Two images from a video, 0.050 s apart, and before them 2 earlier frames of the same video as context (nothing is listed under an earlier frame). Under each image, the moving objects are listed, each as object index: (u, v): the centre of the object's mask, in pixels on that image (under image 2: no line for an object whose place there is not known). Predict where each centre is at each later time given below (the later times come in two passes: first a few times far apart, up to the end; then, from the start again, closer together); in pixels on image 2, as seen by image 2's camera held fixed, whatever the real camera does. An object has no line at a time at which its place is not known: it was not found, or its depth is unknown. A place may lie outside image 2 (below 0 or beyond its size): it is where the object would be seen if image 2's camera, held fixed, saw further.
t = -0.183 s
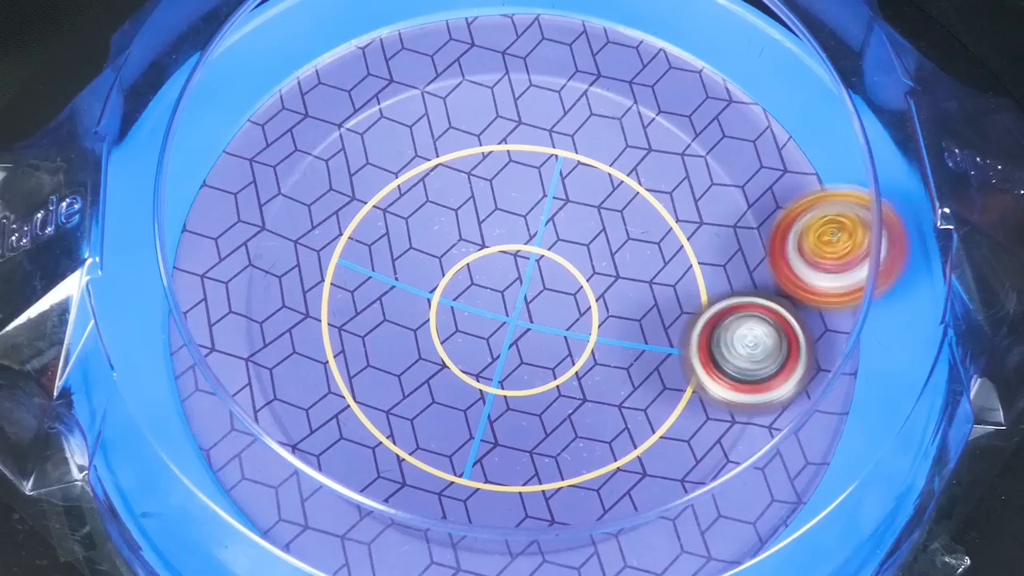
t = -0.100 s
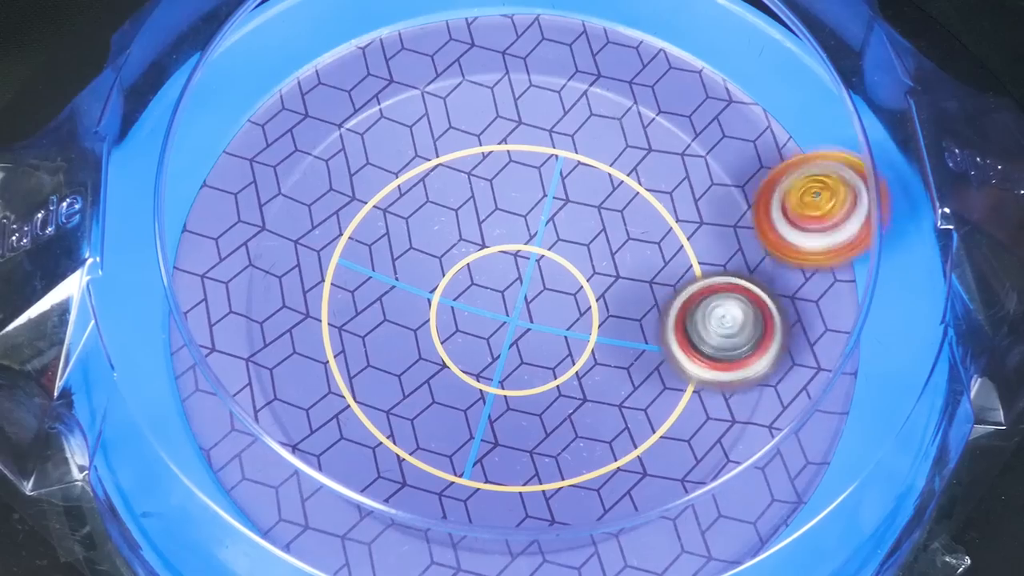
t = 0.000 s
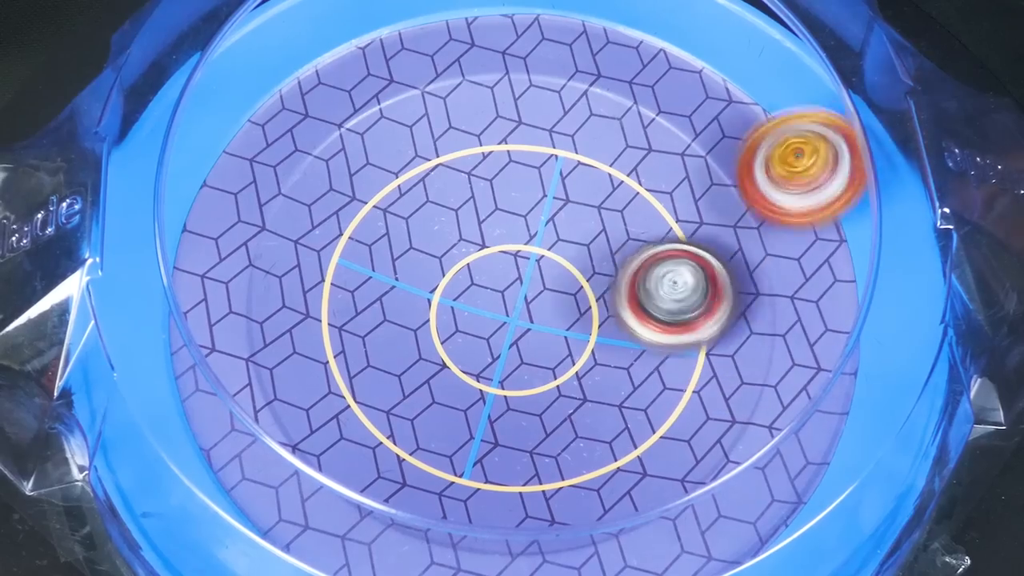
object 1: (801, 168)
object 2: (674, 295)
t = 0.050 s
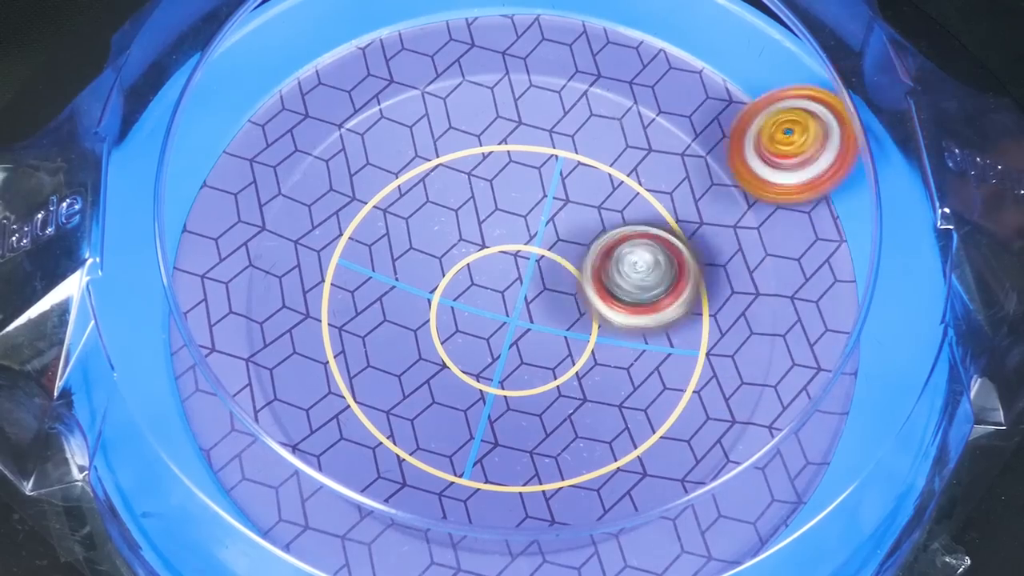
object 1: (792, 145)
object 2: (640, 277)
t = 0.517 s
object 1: (628, 36)
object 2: (428, 376)
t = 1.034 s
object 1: (405, 36)
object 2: (516, 215)
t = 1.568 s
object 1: (223, 159)
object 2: (458, 344)
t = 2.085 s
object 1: (216, 430)
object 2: (557, 162)
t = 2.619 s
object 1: (502, 557)
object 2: (488, 373)
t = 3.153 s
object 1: (790, 466)
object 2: (613, 206)
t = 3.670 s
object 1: (806, 181)
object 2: (406, 386)
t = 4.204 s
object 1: (590, 31)
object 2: (624, 243)
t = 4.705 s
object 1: (347, 46)
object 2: (375, 258)
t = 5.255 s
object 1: (225, 214)
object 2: (641, 252)
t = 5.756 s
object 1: (503, 311)
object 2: (494, 133)
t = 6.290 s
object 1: (621, 377)
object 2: (528, 290)
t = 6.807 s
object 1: (585, 351)
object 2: (454, 297)
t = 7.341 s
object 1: (507, 202)
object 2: (497, 356)
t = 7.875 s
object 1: (440, 185)
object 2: (575, 254)
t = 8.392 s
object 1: (428, 342)
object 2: (513, 252)
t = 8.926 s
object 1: (594, 394)
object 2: (501, 281)
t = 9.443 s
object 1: (609, 223)
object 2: (506, 327)
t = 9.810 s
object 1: (474, 162)
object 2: (523, 324)
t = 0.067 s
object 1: (788, 142)
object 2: (628, 272)
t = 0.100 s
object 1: (781, 132)
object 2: (601, 262)
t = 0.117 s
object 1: (777, 125)
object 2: (588, 258)
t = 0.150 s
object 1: (770, 119)
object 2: (561, 252)
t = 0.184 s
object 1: (761, 109)
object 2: (534, 248)
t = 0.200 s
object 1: (757, 103)
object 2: (520, 248)
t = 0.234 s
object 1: (748, 97)
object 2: (492, 253)
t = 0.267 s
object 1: (741, 91)
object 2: (467, 258)
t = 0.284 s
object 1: (736, 85)
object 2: (455, 263)
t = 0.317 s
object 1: (723, 72)
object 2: (435, 277)
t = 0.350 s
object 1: (713, 71)
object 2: (420, 291)
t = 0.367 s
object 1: (707, 67)
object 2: (415, 299)
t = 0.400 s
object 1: (692, 55)
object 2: (410, 318)
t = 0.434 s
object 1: (672, 46)
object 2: (409, 336)
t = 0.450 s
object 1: (665, 46)
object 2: (411, 344)
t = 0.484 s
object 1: (648, 42)
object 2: (418, 362)
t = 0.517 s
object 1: (628, 36)
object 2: (428, 376)
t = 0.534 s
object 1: (620, 35)
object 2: (434, 382)
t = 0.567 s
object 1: (606, 34)
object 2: (447, 391)
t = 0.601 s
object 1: (589, 31)
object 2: (464, 396)
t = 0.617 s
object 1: (582, 30)
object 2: (474, 397)
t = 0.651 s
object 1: (569, 31)
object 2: (494, 396)
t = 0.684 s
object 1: (554, 28)
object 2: (514, 391)
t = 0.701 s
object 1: (547, 28)
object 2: (524, 387)
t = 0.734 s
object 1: (538, 28)
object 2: (540, 374)
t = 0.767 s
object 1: (521, 27)
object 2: (554, 359)
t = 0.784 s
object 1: (511, 26)
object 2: (559, 350)
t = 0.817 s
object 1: (500, 28)
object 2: (566, 331)
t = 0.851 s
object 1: (487, 28)
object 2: (569, 311)
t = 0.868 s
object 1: (475, 28)
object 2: (569, 301)
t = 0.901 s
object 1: (458, 28)
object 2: (566, 281)
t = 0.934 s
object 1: (446, 30)
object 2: (559, 262)
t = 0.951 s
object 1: (438, 30)
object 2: (554, 252)
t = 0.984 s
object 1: (419, 32)
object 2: (542, 236)
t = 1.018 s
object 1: (413, 36)
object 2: (525, 221)
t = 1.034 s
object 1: (405, 36)
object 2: (516, 215)
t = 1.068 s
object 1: (384, 37)
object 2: (497, 206)
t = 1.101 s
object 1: (369, 40)
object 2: (478, 201)
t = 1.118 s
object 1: (366, 43)
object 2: (467, 199)
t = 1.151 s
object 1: (357, 46)
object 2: (449, 198)
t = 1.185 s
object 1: (334, 50)
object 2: (431, 202)
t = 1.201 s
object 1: (325, 53)
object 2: (422, 204)
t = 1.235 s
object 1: (318, 59)
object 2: (408, 213)
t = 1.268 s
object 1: (308, 68)
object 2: (396, 224)
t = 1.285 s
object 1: (298, 73)
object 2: (392, 230)
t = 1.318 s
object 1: (279, 85)
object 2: (386, 243)
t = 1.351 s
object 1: (272, 93)
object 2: (383, 256)
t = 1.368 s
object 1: (269, 98)
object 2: (383, 264)
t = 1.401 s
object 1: (258, 108)
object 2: (387, 278)
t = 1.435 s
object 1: (249, 118)
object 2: (395, 292)
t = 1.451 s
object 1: (246, 123)
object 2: (400, 299)
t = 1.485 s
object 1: (241, 132)
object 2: (412, 315)
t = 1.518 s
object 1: (231, 145)
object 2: (429, 328)
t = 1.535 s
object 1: (228, 151)
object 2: (437, 333)
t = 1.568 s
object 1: (223, 159)
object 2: (458, 344)
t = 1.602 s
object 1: (217, 170)
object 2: (480, 349)
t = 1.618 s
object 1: (218, 180)
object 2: (492, 350)
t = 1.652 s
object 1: (201, 197)
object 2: (515, 350)
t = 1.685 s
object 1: (198, 209)
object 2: (539, 345)
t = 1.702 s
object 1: (210, 215)
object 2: (550, 341)
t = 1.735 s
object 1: (197, 226)
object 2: (570, 330)
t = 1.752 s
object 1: (193, 236)
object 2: (579, 323)
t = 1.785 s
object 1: (185, 258)
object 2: (594, 306)
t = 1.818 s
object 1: (182, 277)
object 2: (605, 288)
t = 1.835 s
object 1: (182, 285)
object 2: (609, 278)
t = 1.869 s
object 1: (186, 300)
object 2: (613, 257)
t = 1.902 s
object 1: (186, 321)
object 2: (613, 237)
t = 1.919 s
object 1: (181, 334)
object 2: (611, 227)
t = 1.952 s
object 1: (188, 356)
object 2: (606, 209)
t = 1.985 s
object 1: (192, 370)
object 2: (596, 192)
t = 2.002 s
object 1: (196, 379)
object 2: (590, 187)
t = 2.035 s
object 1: (204, 399)
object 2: (578, 174)
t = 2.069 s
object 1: (213, 418)
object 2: (564, 164)
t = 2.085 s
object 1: (216, 430)
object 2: (557, 162)
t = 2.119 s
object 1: (227, 447)
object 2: (541, 158)
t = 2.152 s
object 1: (239, 464)
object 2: (525, 159)
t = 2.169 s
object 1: (245, 474)
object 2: (517, 159)
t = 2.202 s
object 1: (259, 492)
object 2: (502, 163)
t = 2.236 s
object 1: (272, 513)
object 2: (486, 169)
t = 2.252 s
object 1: (281, 519)
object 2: (478, 174)
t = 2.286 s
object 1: (299, 522)
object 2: (464, 185)
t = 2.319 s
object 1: (316, 529)
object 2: (452, 200)
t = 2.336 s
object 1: (323, 534)
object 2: (446, 208)
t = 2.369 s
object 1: (342, 540)
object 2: (438, 225)
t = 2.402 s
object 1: (363, 541)
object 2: (431, 246)
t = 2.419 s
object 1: (373, 546)
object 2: (430, 256)
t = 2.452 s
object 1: (395, 550)
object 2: (428, 279)
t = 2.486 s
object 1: (416, 552)
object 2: (433, 300)
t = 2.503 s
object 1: (426, 554)
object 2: (437, 311)
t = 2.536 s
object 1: (446, 556)
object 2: (447, 332)
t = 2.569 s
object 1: (469, 556)
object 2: (460, 350)
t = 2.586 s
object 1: (480, 557)
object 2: (468, 359)
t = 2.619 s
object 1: (502, 557)
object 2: (488, 373)
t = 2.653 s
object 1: (524, 558)
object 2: (509, 385)
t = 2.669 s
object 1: (537, 557)
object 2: (520, 388)
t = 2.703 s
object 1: (559, 557)
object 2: (545, 390)
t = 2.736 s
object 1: (582, 556)
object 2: (569, 389)
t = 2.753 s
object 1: (595, 555)
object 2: (582, 388)
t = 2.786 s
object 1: (619, 554)
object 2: (604, 379)
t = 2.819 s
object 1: (640, 552)
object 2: (624, 368)
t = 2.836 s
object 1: (648, 546)
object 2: (633, 361)
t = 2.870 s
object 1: (670, 546)
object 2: (648, 346)
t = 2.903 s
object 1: (684, 538)
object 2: (659, 329)
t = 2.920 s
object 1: (692, 536)
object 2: (662, 320)
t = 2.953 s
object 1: (707, 535)
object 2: (667, 302)
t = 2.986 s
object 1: (729, 526)
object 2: (668, 284)
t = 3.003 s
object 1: (734, 522)
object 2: (667, 274)
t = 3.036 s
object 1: (748, 514)
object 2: (661, 258)
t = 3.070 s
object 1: (765, 511)
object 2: (651, 241)
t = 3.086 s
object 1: (767, 494)
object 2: (645, 233)
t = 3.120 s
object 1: (779, 480)
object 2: (631, 218)
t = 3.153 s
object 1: (790, 466)
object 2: (613, 206)
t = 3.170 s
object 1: (794, 457)
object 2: (603, 201)
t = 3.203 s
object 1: (803, 444)
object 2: (581, 193)
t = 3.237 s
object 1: (812, 428)
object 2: (557, 188)
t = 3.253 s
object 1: (814, 421)
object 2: (546, 186)
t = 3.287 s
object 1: (820, 404)
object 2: (520, 186)
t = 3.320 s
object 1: (823, 384)
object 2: (495, 192)
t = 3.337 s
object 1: (827, 376)
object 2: (484, 194)
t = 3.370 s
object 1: (831, 357)
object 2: (459, 204)
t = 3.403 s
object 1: (832, 338)
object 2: (438, 215)
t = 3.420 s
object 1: (833, 328)
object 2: (428, 223)
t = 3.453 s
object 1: (834, 309)
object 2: (409, 241)
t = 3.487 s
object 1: (833, 288)
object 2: (395, 262)
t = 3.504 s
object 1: (831, 278)
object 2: (390, 273)
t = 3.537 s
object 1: (829, 259)
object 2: (383, 297)
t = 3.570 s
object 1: (818, 239)
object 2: (381, 320)
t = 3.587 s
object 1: (822, 228)
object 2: (383, 333)
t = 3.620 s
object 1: (816, 209)
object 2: (388, 356)
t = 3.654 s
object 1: (809, 190)
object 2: (399, 376)
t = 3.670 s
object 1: (806, 181)
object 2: (406, 386)
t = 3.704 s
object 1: (800, 163)
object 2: (422, 404)
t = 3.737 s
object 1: (791, 146)
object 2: (440, 417)
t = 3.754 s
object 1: (787, 138)
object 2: (451, 423)
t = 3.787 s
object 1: (777, 126)
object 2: (473, 431)
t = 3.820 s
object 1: (766, 114)
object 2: (495, 435)
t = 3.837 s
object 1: (761, 108)
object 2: (508, 436)
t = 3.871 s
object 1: (748, 94)
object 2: (531, 433)
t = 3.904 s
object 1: (734, 82)
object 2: (553, 426)
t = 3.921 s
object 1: (726, 76)
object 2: (564, 421)
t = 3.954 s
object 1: (711, 65)
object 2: (584, 408)
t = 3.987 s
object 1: (696, 56)
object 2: (601, 392)
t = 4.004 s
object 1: (688, 52)
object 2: (610, 383)
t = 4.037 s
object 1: (672, 46)
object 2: (623, 361)
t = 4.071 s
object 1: (655, 41)
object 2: (632, 340)
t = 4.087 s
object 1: (646, 39)
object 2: (635, 328)
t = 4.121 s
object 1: (629, 36)
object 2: (638, 304)
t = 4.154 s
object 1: (611, 33)
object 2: (637, 279)
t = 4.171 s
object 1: (603, 32)
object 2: (634, 266)
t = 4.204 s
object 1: (590, 31)
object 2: (624, 243)
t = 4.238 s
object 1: (573, 28)
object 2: (610, 220)
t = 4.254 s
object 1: (563, 28)
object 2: (602, 209)
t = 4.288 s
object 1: (550, 28)
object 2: (584, 192)
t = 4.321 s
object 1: (535, 28)
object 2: (561, 177)
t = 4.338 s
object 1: (526, 26)
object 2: (550, 172)
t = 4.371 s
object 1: (508, 25)
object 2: (526, 163)
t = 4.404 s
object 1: (496, 27)
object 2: (502, 157)
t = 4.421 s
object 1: (488, 28)
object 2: (490, 156)
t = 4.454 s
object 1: (470, 27)
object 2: (466, 157)
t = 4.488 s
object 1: (450, 28)
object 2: (445, 163)
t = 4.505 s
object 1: (442, 29)
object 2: (435, 166)
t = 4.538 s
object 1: (431, 31)
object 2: (417, 177)
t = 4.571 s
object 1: (416, 32)
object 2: (402, 189)
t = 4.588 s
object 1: (405, 33)
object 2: (394, 196)
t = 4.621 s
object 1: (387, 37)
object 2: (384, 212)
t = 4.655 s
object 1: (371, 40)
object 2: (377, 228)
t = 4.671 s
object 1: (364, 41)
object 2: (375, 238)
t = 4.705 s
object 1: (347, 46)
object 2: (375, 258)
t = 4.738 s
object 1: (331, 51)
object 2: (378, 278)
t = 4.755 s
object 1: (322, 55)
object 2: (380, 288)
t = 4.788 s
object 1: (308, 63)
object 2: (389, 309)
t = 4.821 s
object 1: (295, 73)
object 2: (402, 327)
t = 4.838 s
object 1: (290, 77)
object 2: (410, 336)
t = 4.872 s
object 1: (278, 87)
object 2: (429, 353)
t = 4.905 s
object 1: (267, 98)
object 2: (451, 367)
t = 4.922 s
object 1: (262, 103)
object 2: (463, 373)
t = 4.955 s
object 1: (253, 113)
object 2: (490, 381)
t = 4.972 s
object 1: (249, 120)
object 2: (504, 383)
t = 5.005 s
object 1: (242, 132)
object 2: (532, 383)
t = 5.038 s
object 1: (236, 144)
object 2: (560, 377)
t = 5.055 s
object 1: (234, 149)
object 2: (573, 372)
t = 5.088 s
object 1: (231, 160)
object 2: (596, 358)
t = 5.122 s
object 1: (227, 171)
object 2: (615, 339)
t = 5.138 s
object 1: (225, 178)
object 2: (624, 329)
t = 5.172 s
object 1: (224, 188)
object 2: (634, 307)
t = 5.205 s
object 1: (223, 198)
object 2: (642, 285)
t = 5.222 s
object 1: (224, 204)
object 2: (643, 274)
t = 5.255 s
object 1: (225, 214)
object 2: (641, 252)
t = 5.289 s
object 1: (228, 223)
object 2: (637, 232)
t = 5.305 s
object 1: (230, 227)
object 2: (632, 223)
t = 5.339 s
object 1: (235, 237)
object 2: (622, 206)
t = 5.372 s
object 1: (243, 246)
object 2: (610, 192)
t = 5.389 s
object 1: (246, 251)
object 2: (602, 186)
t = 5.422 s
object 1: (257, 259)
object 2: (586, 176)
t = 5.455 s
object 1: (277, 262)
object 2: (570, 169)
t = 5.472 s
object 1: (289, 263)
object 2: (560, 167)
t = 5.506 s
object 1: (311, 264)
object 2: (542, 165)
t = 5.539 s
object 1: (338, 262)
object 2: (523, 165)
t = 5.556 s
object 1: (352, 261)
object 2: (513, 166)
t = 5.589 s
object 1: (383, 259)
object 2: (494, 170)
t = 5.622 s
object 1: (406, 270)
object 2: (488, 164)
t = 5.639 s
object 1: (417, 276)
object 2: (492, 155)
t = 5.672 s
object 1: (442, 288)
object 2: (495, 143)
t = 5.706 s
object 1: (467, 297)
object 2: (496, 136)
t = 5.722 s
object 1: (480, 303)
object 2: (495, 134)
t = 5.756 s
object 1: (503, 311)
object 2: (494, 133)
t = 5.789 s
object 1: (525, 321)
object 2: (491, 135)
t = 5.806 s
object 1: (537, 328)
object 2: (489, 137)
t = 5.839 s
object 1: (556, 340)
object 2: (484, 144)
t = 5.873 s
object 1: (572, 352)
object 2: (481, 153)
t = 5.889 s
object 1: (578, 356)
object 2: (479, 159)
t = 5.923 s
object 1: (592, 367)
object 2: (477, 171)
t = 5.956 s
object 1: (602, 377)
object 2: (477, 186)
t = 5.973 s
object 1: (605, 379)
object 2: (477, 194)
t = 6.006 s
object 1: (613, 385)
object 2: (479, 210)
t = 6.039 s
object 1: (619, 388)
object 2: (483, 228)
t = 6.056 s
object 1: (620, 388)
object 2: (486, 236)
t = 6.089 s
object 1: (621, 386)
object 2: (491, 254)
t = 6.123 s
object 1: (621, 382)
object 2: (499, 269)
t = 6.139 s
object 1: (619, 380)
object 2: (503, 276)
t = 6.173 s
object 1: (613, 373)
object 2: (514, 290)
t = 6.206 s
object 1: (615, 374)
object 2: (521, 294)
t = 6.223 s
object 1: (617, 377)
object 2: (522, 292)
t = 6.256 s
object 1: (621, 379)
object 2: (525, 291)
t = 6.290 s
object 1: (621, 377)
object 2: (528, 290)
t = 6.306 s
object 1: (620, 375)
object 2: (529, 291)
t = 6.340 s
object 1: (621, 373)
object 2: (530, 291)
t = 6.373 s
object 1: (624, 377)
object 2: (525, 286)
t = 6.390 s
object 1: (624, 376)
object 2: (524, 284)
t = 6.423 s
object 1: (623, 376)
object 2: (520, 283)
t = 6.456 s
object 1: (618, 372)
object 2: (519, 284)
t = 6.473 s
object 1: (615, 369)
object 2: (519, 287)
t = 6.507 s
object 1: (612, 368)
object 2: (518, 290)
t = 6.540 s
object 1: (617, 378)
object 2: (504, 276)
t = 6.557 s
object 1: (620, 383)
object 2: (497, 270)
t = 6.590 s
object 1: (619, 385)
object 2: (489, 261)
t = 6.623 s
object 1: (615, 383)
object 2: (482, 257)
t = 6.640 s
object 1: (614, 381)
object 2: (479, 257)
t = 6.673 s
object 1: (607, 377)
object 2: (475, 261)
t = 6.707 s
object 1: (600, 371)
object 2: (471, 270)
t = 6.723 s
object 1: (596, 367)
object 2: (470, 275)
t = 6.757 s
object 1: (585, 359)
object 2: (469, 288)
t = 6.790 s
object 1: (584, 352)
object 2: (461, 295)
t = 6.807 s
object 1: (585, 351)
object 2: (454, 297)
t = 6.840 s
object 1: (584, 348)
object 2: (445, 301)
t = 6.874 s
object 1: (579, 342)
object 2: (443, 309)
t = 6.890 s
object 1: (576, 340)
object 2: (444, 314)
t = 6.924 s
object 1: (572, 335)
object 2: (443, 322)
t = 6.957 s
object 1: (567, 328)
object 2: (435, 327)
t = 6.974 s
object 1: (564, 324)
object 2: (432, 330)
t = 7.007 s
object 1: (558, 315)
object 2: (431, 337)
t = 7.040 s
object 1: (550, 303)
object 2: (430, 345)
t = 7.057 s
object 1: (547, 295)
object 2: (430, 349)
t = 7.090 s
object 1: (540, 280)
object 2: (434, 358)
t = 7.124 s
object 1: (531, 266)
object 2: (438, 365)
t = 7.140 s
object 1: (529, 258)
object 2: (441, 367)
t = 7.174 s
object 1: (524, 244)
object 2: (448, 371)
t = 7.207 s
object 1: (519, 232)
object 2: (458, 373)
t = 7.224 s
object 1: (517, 226)
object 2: (462, 372)
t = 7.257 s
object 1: (514, 216)
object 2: (473, 369)
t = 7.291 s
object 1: (511, 210)
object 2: (483, 366)
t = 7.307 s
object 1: (510, 206)
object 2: (487, 363)
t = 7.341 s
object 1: (507, 202)
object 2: (497, 356)
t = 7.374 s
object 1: (503, 200)
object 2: (503, 347)
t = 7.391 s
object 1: (502, 201)
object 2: (507, 342)
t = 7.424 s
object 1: (501, 203)
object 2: (512, 329)
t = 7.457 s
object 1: (498, 192)
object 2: (520, 333)
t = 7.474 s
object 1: (495, 183)
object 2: (524, 336)
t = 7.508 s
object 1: (492, 175)
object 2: (528, 340)
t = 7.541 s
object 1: (488, 170)
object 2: (535, 339)
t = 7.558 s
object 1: (487, 167)
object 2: (537, 336)
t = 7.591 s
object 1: (482, 165)
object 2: (545, 330)
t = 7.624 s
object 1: (478, 165)
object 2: (551, 322)
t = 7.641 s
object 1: (477, 165)
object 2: (553, 316)
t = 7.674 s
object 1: (474, 168)
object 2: (558, 305)
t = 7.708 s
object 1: (472, 172)
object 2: (562, 291)
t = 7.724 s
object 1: (472, 175)
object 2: (561, 284)
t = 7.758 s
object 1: (470, 180)
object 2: (564, 274)
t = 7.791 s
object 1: (458, 177)
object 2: (573, 271)
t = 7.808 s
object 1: (454, 177)
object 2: (574, 268)
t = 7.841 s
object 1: (445, 180)
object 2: (577, 261)
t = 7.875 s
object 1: (440, 185)
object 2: (575, 254)
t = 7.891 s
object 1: (435, 187)
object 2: (574, 250)
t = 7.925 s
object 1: (431, 194)
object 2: (568, 242)
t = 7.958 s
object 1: (428, 201)
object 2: (562, 235)
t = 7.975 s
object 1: (427, 205)
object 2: (558, 232)
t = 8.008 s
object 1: (417, 214)
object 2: (559, 228)
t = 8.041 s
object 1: (410, 224)
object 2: (558, 225)
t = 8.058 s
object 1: (408, 228)
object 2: (557, 224)
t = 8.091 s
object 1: (404, 239)
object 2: (551, 222)
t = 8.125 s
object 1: (401, 248)
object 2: (544, 221)
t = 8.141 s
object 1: (403, 255)
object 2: (541, 221)
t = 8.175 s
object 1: (402, 265)
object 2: (533, 224)
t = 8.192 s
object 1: (404, 271)
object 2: (529, 225)
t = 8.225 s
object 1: (405, 283)
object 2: (520, 229)
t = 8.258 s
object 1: (409, 295)
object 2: (516, 235)
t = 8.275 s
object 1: (410, 303)
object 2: (516, 235)
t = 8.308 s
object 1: (414, 315)
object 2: (516, 239)
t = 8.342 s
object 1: (418, 327)
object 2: (514, 244)
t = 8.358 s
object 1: (422, 332)
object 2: (514, 245)
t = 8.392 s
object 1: (428, 342)
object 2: (513, 252)
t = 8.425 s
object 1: (435, 352)
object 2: (513, 258)
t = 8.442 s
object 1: (440, 356)
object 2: (512, 261)
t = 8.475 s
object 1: (447, 368)
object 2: (514, 262)
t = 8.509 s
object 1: (454, 377)
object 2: (517, 262)
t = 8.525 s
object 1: (460, 383)
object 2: (517, 263)
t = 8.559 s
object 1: (469, 389)
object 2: (518, 264)
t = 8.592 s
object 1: (480, 395)
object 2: (517, 266)
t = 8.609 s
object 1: (485, 396)
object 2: (517, 268)
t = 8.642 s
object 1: (497, 400)
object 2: (516, 273)
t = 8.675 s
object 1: (508, 402)
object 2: (515, 277)
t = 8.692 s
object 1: (515, 401)
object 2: (516, 281)
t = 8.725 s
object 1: (527, 402)
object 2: (515, 287)
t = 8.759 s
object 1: (541, 405)
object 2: (515, 285)
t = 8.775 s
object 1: (548, 407)
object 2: (515, 282)
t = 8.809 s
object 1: (560, 407)
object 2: (511, 278)
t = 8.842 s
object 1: (572, 406)
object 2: (508, 276)
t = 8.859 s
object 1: (576, 405)
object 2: (506, 275)
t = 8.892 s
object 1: (587, 400)
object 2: (503, 278)
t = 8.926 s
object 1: (594, 394)
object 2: (501, 281)
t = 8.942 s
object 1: (599, 392)
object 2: (499, 283)
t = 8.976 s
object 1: (606, 384)
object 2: (497, 287)
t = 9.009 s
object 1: (612, 375)
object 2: (497, 292)
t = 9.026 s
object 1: (616, 370)
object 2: (496, 296)
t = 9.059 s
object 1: (621, 358)
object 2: (497, 302)
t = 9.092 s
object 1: (622, 347)
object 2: (497, 307)
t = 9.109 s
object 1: (628, 339)
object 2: (495, 310)
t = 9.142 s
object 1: (635, 328)
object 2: (488, 313)
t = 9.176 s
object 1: (640, 316)
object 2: (483, 316)
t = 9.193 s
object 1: (640, 310)
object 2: (482, 317)
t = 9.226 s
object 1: (640, 296)
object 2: (481, 322)
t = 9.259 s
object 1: (639, 285)
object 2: (483, 325)
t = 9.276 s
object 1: (639, 278)
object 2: (483, 326)
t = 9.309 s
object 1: (633, 266)
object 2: (486, 328)
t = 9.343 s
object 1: (629, 254)
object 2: (489, 330)
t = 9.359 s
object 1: (627, 249)
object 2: (492, 330)
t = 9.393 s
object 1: (620, 236)
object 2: (495, 330)
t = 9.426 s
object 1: (611, 228)
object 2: (503, 327)
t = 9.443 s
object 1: (609, 223)
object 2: (506, 327)
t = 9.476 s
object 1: (597, 214)
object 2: (509, 324)
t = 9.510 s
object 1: (585, 206)
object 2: (514, 320)
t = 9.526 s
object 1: (580, 204)
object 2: (516, 317)
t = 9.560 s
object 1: (569, 196)
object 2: (518, 314)
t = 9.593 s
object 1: (558, 186)
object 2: (515, 321)
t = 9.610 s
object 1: (552, 181)
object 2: (515, 322)
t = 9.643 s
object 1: (537, 175)
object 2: (515, 327)
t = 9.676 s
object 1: (525, 169)
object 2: (516, 329)
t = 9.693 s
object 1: (519, 168)
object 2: (517, 330)
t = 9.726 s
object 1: (506, 164)
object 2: (520, 331)
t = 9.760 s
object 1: (492, 163)
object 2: (522, 330)
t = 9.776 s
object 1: (487, 163)
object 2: (522, 330)
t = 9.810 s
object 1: (474, 162)
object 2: (523, 324)
